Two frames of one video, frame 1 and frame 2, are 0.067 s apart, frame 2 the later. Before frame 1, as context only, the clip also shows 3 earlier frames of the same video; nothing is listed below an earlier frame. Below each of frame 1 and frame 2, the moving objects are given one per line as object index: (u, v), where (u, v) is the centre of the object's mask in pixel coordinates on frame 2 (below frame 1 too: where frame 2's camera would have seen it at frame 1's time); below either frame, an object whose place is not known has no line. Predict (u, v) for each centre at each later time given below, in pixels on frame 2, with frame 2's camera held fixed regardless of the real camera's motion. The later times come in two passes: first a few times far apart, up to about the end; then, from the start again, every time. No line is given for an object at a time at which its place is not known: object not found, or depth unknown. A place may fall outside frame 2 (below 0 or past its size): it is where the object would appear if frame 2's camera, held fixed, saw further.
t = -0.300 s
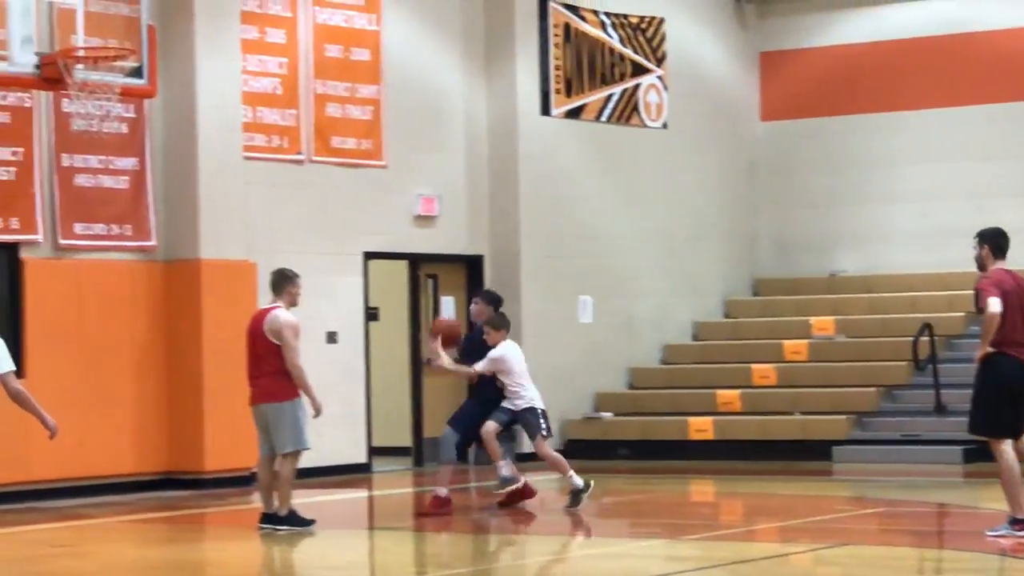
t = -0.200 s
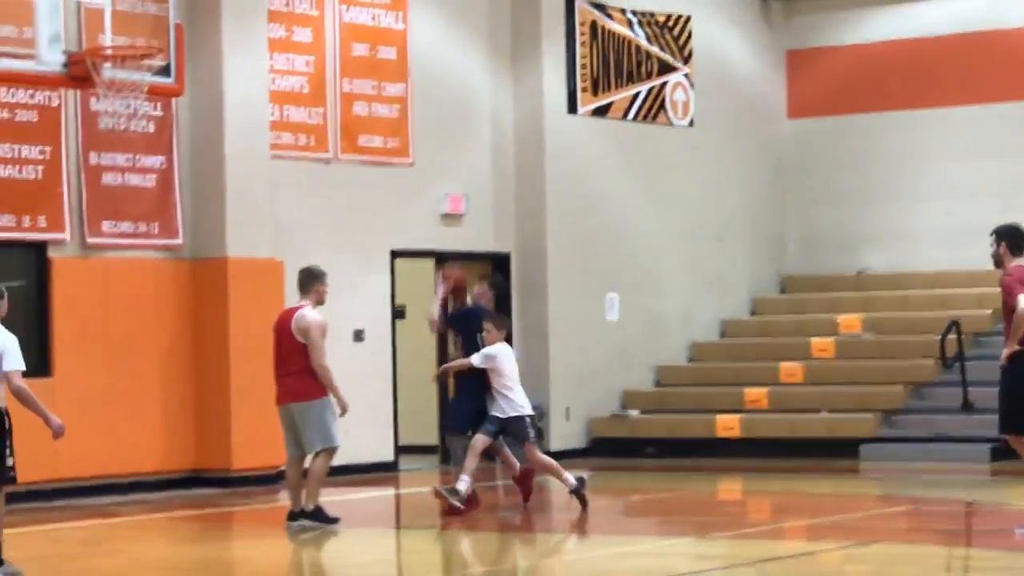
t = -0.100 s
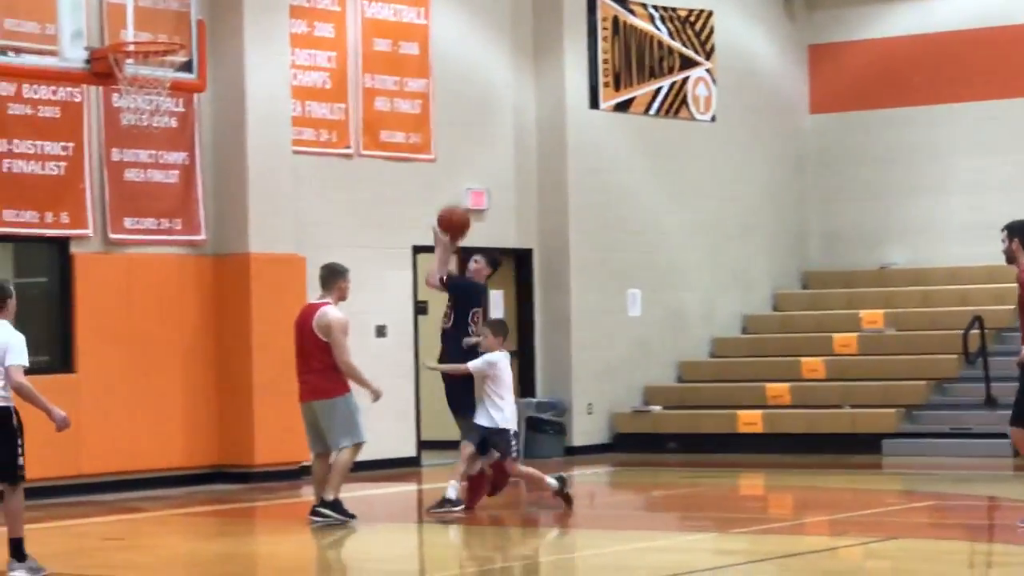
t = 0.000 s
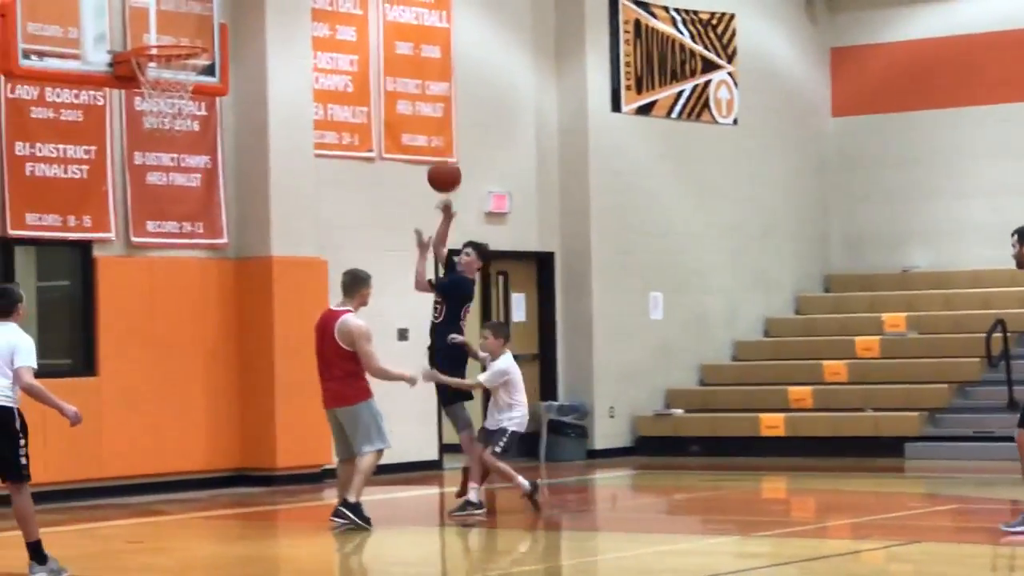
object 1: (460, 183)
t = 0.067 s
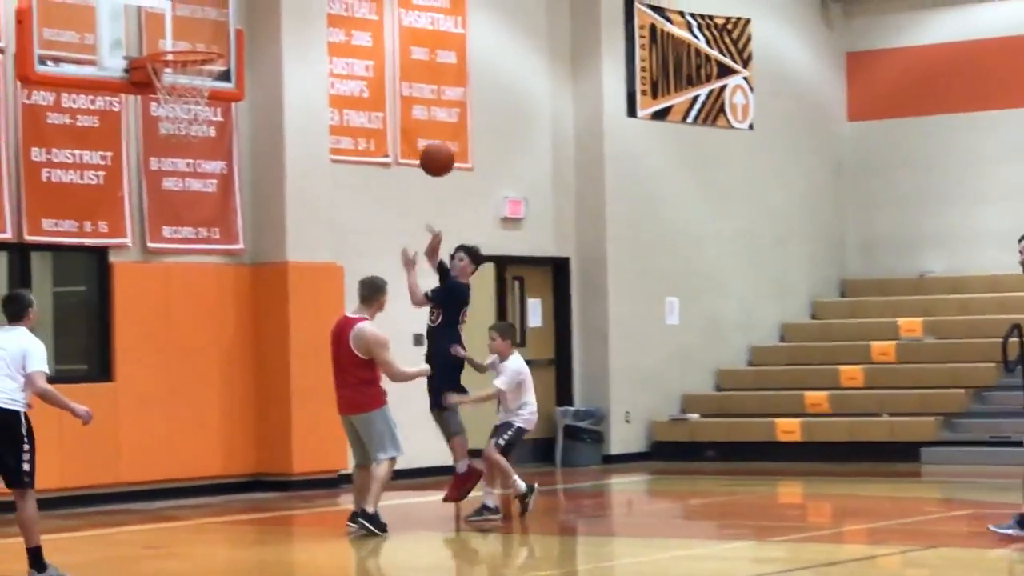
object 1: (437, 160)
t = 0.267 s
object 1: (363, 129)
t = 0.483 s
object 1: (273, 164)
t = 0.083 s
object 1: (431, 155)
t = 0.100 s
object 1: (425, 151)
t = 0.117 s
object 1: (419, 148)
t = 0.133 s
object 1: (413, 144)
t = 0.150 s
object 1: (407, 140)
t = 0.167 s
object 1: (401, 138)
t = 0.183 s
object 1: (395, 136)
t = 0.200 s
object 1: (389, 133)
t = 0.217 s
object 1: (382, 131)
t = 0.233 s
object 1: (376, 130)
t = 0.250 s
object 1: (370, 130)
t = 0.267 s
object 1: (363, 129)
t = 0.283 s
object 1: (357, 129)
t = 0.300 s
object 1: (350, 129)
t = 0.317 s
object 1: (343, 130)
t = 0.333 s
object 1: (337, 132)
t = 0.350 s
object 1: (330, 133)
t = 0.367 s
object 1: (323, 135)
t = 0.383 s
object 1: (316, 138)
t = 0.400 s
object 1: (309, 141)
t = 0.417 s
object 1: (302, 145)
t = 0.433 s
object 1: (295, 149)
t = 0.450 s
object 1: (288, 153)
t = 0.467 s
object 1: (281, 159)
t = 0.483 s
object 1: (273, 164)
